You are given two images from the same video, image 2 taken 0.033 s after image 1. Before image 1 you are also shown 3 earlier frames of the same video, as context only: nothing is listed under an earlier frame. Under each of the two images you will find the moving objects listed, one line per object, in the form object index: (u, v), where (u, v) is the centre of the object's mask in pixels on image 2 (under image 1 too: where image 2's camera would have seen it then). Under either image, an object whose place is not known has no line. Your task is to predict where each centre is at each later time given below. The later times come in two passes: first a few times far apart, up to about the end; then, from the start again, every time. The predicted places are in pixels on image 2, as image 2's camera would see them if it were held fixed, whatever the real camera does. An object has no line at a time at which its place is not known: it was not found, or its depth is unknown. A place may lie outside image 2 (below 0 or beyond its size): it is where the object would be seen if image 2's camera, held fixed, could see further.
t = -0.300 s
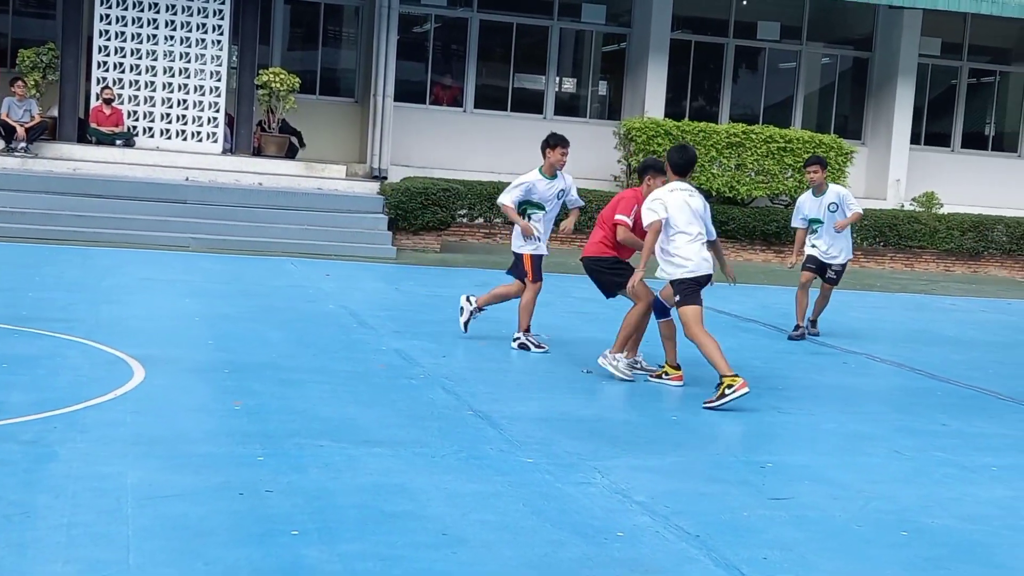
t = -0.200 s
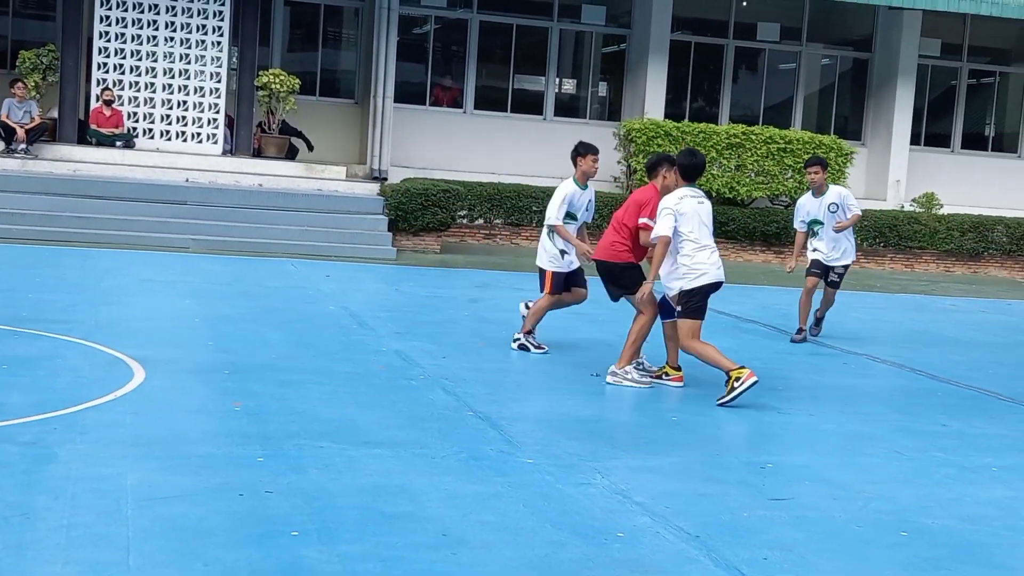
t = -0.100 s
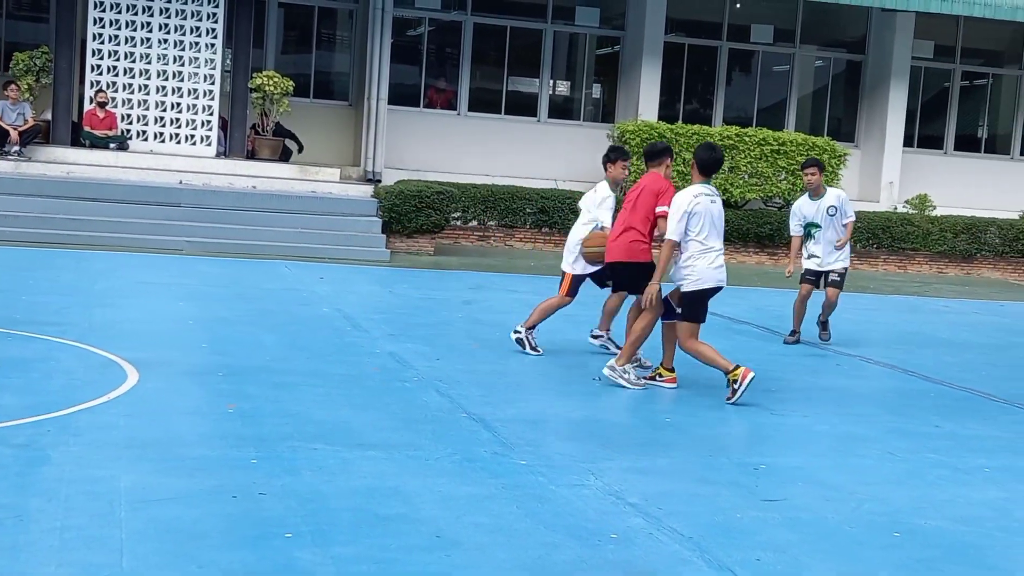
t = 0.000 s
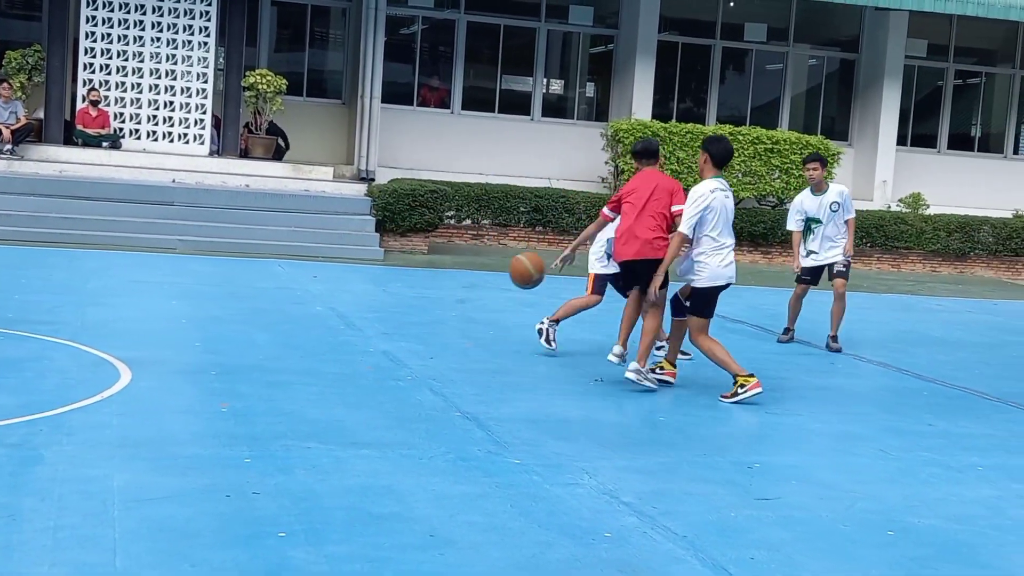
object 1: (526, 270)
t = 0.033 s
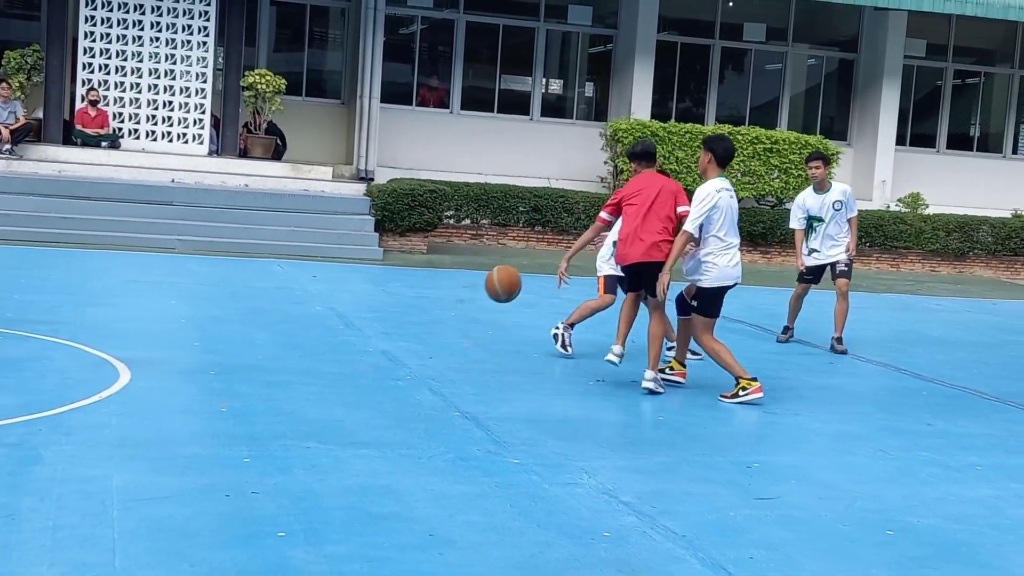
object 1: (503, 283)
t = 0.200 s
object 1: (387, 347)
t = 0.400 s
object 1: (300, 261)
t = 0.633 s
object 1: (169, 242)
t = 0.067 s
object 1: (479, 299)
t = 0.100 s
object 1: (454, 317)
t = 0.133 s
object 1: (428, 338)
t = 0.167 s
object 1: (401, 361)
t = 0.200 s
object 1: (387, 347)
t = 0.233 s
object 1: (374, 329)
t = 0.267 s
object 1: (361, 313)
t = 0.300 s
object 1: (346, 297)
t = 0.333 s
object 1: (331, 284)
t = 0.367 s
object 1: (316, 272)
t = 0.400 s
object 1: (300, 261)
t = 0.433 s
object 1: (283, 253)
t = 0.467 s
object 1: (266, 245)
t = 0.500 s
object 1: (248, 241)
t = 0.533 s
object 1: (229, 238)
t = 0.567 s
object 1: (210, 237)
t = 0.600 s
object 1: (190, 238)
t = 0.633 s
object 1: (169, 242)
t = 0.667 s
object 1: (147, 247)
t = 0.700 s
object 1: (124, 255)
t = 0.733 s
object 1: (99, 265)
